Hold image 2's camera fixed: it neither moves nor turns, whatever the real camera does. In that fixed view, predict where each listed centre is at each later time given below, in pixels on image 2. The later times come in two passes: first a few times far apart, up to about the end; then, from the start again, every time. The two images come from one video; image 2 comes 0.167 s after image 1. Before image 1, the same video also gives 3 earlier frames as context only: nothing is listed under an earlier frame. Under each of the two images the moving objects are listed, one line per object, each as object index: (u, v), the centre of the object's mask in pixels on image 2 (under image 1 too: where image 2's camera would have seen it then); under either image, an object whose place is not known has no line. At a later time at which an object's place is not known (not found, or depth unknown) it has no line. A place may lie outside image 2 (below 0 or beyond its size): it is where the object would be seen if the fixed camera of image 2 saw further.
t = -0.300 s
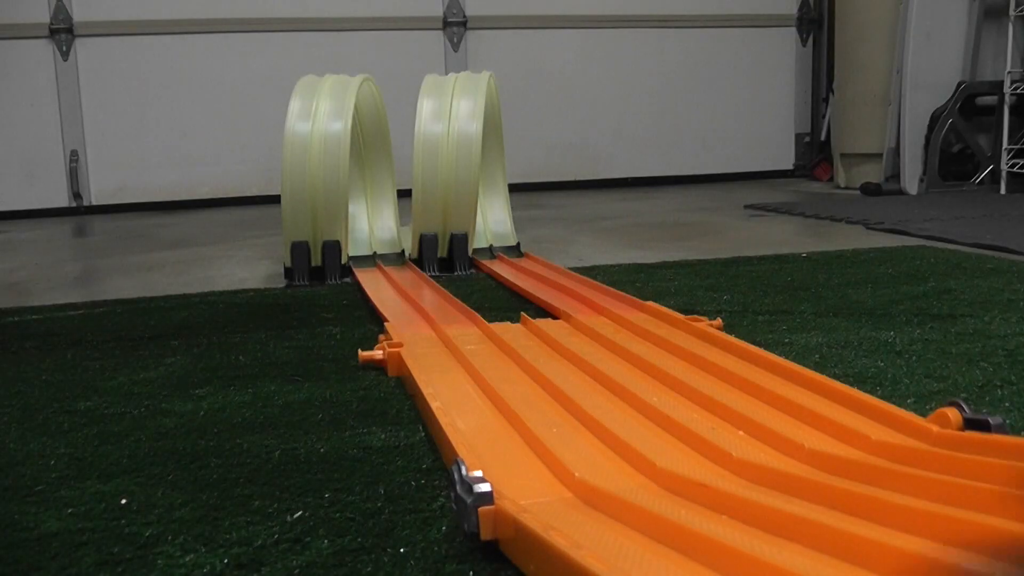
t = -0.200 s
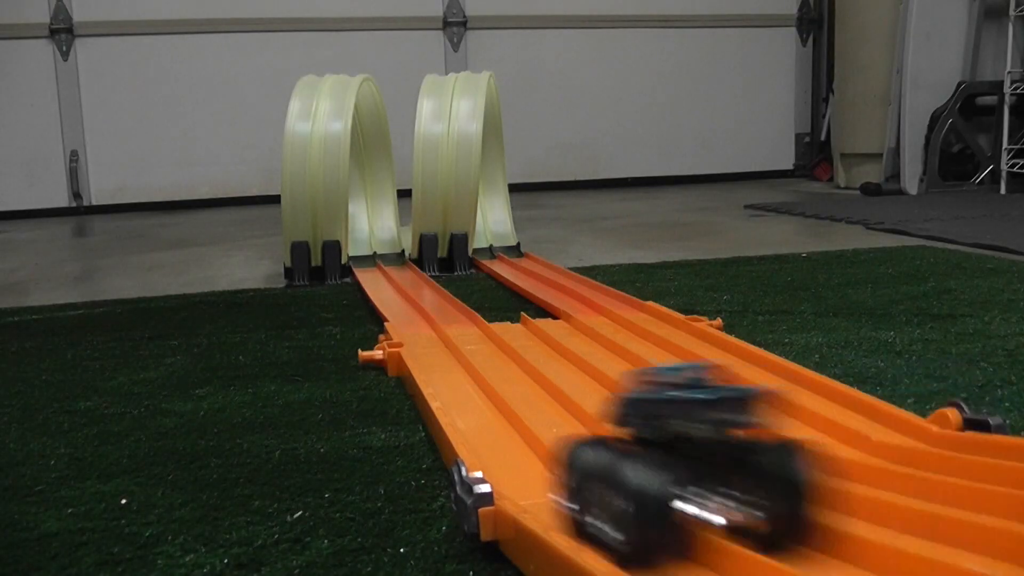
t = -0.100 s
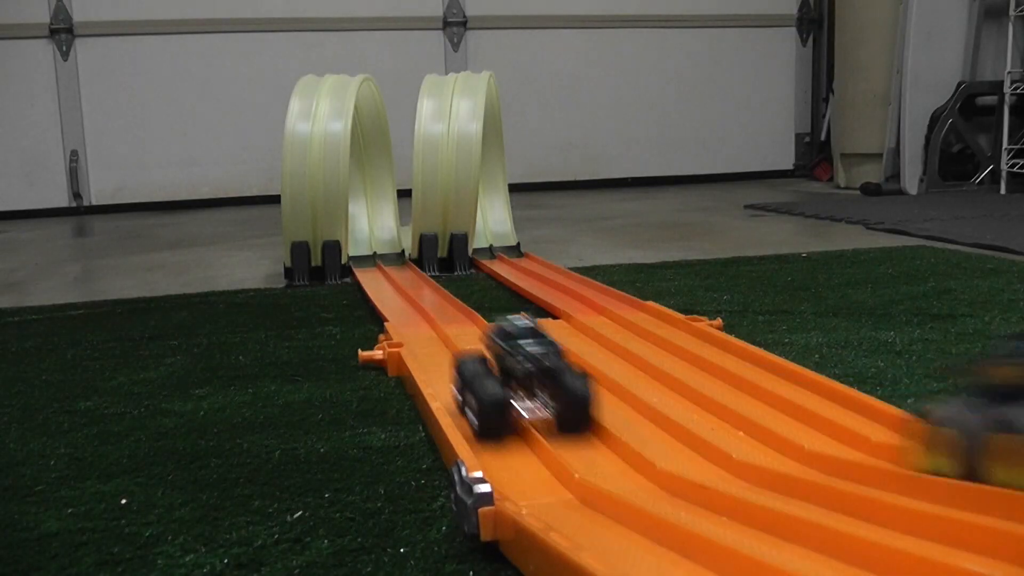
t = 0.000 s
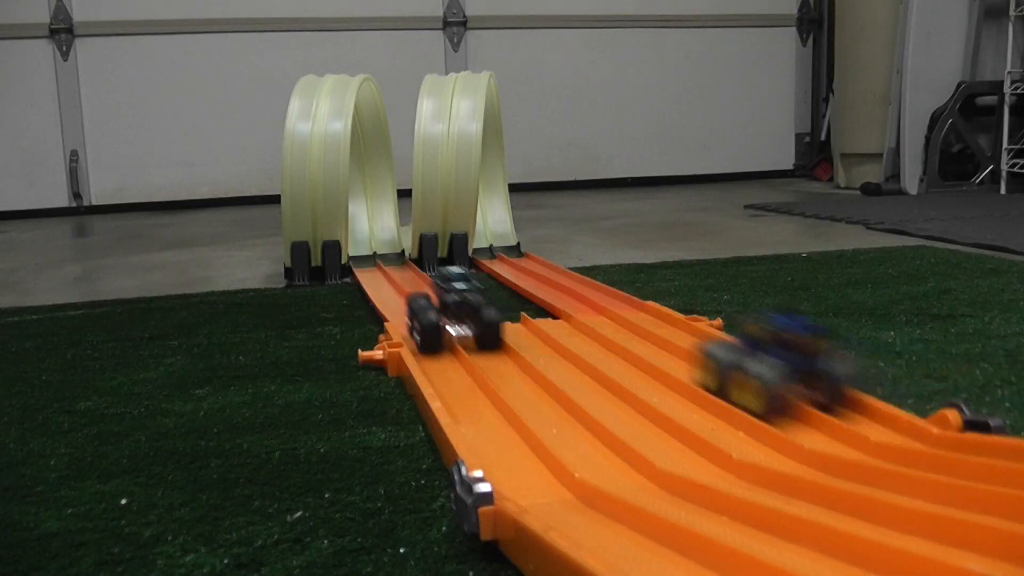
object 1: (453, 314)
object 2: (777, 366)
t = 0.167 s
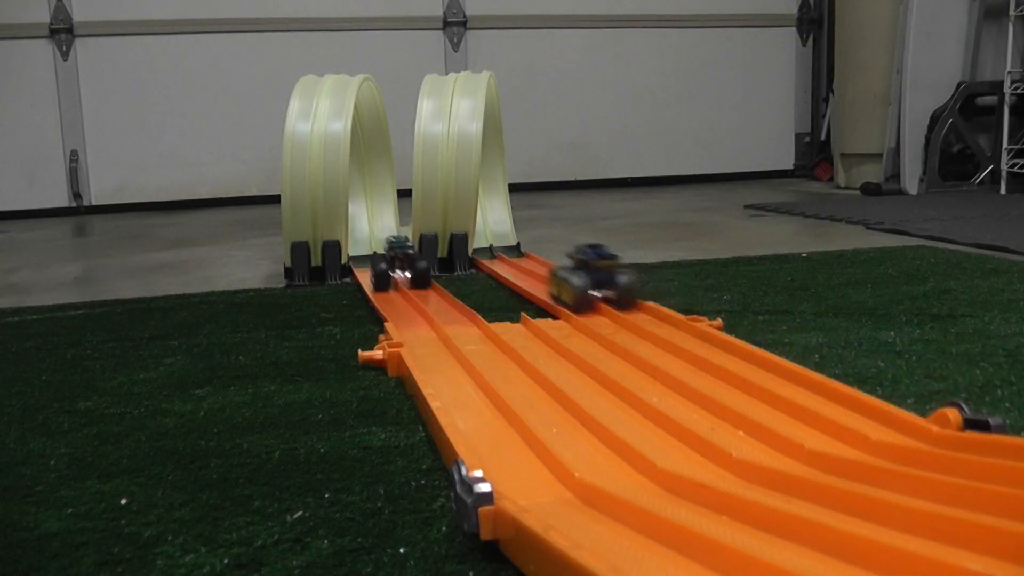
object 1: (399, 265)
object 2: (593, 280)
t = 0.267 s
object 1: (383, 249)
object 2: (532, 258)
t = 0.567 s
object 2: (489, 136)
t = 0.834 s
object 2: (488, 230)
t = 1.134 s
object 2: (485, 241)
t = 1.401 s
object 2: (484, 241)
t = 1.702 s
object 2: (485, 241)
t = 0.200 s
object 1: (394, 259)
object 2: (570, 272)
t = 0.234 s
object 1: (388, 254)
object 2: (549, 265)
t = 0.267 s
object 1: (383, 249)
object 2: (532, 258)
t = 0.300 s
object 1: (379, 236)
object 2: (522, 254)
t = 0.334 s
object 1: (374, 196)
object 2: (512, 249)
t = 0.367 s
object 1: (372, 158)
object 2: (504, 246)
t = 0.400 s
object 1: (368, 132)
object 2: (499, 242)
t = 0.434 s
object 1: (365, 116)
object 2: (495, 234)
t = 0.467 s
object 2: (489, 207)
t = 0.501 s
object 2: (489, 173)
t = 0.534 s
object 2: (489, 151)
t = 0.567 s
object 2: (489, 136)
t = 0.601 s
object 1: (279, 184)
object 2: (489, 128)
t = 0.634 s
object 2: (489, 127)
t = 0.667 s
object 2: (488, 133)
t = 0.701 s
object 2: (487, 147)
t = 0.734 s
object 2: (487, 170)
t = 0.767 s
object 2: (486, 201)
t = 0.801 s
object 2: (487, 229)
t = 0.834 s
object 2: (488, 230)
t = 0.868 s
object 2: (489, 229)
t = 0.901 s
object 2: (489, 229)
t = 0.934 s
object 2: (489, 231)
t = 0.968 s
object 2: (489, 236)
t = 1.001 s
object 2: (488, 236)
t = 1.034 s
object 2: (487, 238)
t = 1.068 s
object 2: (486, 239)
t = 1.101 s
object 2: (485, 241)
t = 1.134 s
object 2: (485, 241)
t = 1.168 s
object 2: (485, 241)
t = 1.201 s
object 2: (485, 241)
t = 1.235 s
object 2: (484, 241)
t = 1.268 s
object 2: (485, 241)
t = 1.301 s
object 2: (484, 241)
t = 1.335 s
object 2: (484, 241)
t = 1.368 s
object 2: (485, 241)
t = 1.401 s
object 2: (484, 241)
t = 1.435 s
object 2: (485, 241)
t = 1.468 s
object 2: (485, 241)
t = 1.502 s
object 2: (485, 241)
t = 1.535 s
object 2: (485, 241)
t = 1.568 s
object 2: (485, 241)
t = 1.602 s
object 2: (485, 241)
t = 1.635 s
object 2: (485, 241)
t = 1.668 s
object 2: (485, 241)
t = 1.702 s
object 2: (485, 241)
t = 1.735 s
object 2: (485, 241)
